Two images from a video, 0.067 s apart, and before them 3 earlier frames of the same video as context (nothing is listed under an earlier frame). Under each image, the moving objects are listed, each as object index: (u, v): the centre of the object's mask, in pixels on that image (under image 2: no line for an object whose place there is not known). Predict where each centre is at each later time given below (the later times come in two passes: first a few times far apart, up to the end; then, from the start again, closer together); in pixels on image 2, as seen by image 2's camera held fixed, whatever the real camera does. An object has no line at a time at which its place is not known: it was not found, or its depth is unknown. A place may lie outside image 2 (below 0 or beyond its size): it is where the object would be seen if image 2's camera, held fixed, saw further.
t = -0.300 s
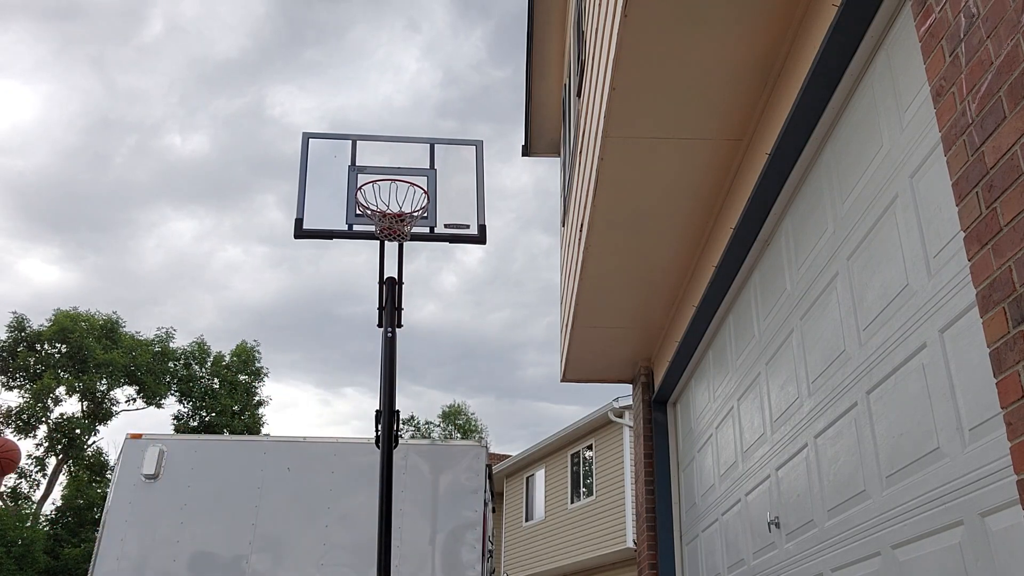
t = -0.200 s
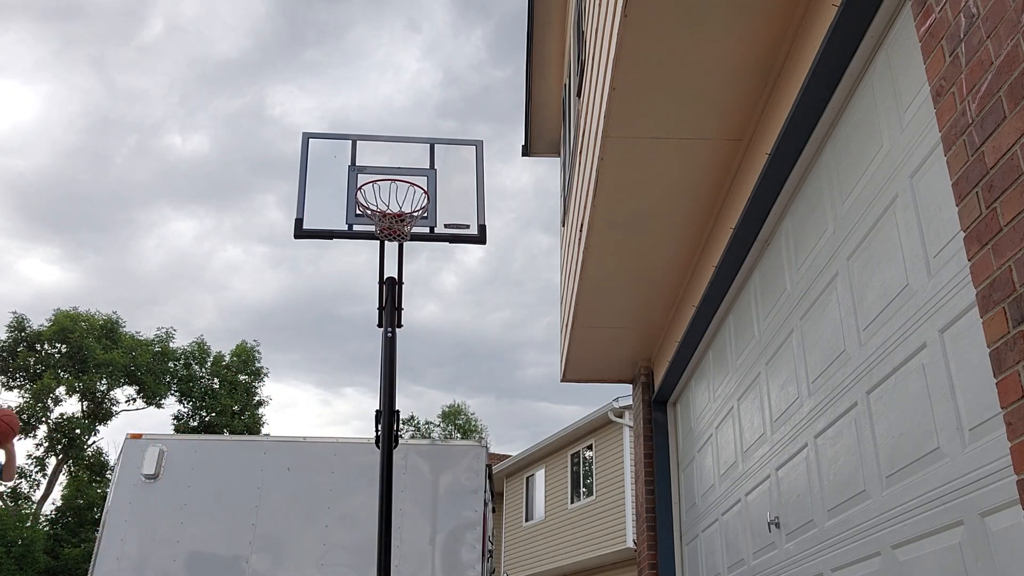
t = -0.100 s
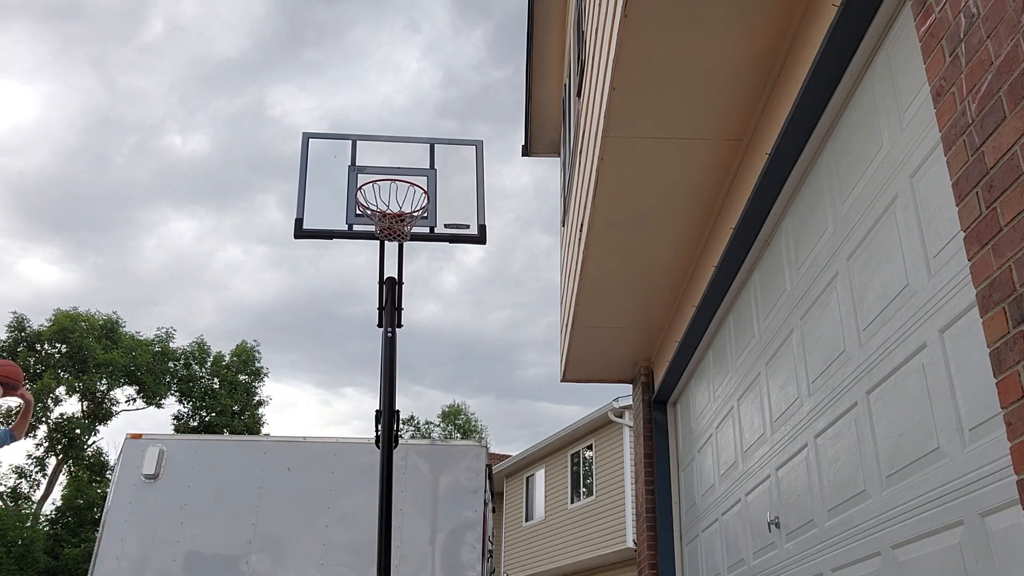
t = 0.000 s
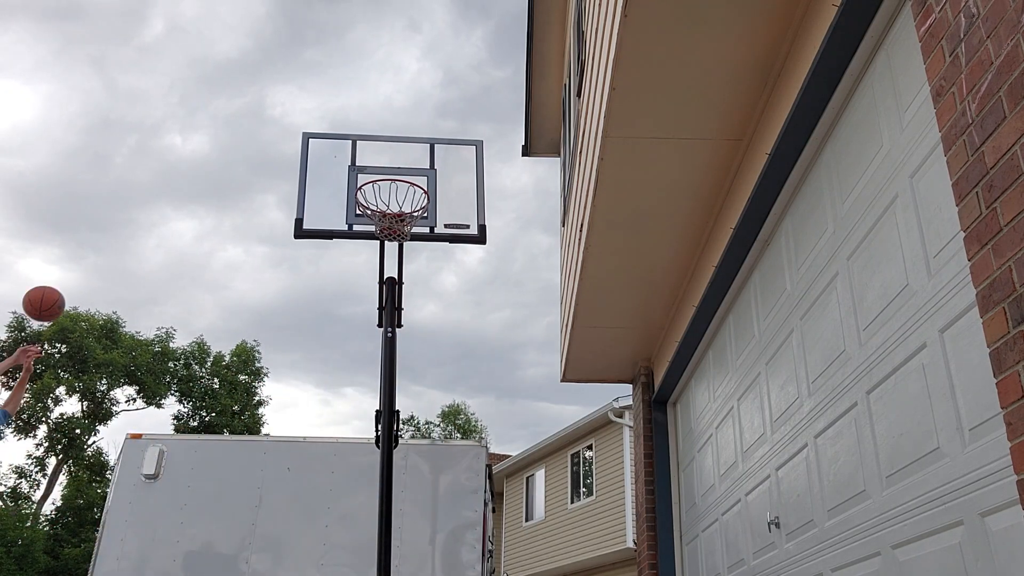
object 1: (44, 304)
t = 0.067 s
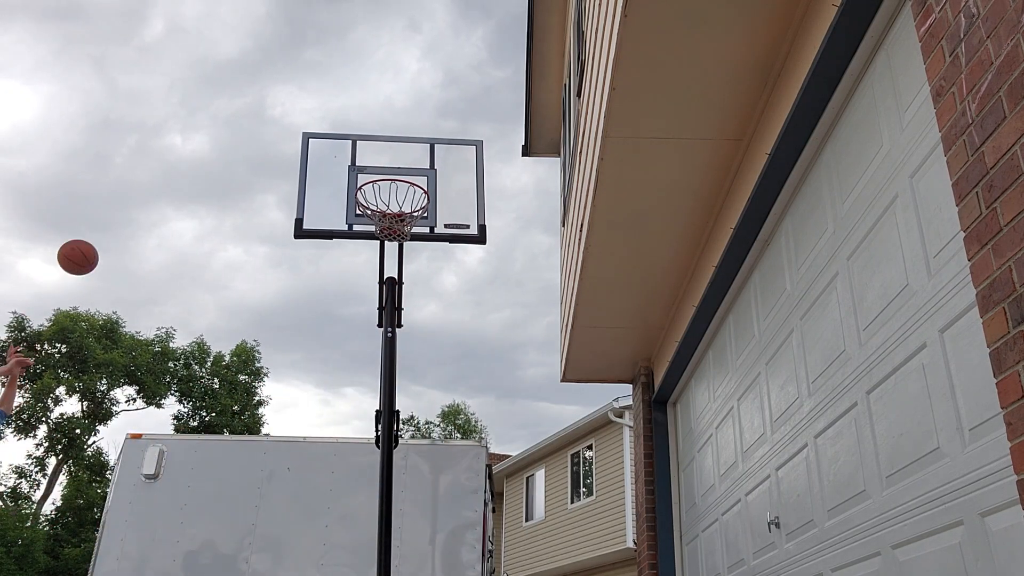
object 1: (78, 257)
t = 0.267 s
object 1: (164, 161)
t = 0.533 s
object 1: (256, 113)
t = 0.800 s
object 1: (332, 149)
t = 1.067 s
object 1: (369, 167)
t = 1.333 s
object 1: (381, 160)
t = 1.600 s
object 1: (384, 252)
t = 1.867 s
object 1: (375, 505)
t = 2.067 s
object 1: (379, 563)
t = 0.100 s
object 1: (94, 237)
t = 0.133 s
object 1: (109, 218)
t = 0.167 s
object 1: (123, 202)
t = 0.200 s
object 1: (137, 186)
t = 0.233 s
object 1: (151, 173)
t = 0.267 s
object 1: (164, 161)
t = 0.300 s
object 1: (177, 150)
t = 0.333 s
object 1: (189, 141)
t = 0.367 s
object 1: (201, 133)
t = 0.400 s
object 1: (213, 127)
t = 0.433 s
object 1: (224, 121)
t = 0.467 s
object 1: (235, 117)
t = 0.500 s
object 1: (246, 114)
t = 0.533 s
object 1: (256, 113)
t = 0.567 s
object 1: (266, 113)
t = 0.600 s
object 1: (276, 114)
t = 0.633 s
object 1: (285, 116)
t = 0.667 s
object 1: (295, 120)
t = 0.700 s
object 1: (304, 125)
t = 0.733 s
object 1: (314, 131)
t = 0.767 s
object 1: (323, 140)
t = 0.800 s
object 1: (332, 149)
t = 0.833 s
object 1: (341, 160)
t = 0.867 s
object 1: (350, 172)
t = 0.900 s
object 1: (357, 181)
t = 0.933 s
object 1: (360, 175)
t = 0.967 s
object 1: (362, 171)
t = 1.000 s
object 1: (365, 168)
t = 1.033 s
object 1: (367, 167)
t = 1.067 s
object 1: (369, 167)
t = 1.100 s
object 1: (371, 165)
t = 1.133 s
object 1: (373, 161)
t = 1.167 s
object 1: (375, 157)
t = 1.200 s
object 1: (376, 155)
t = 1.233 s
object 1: (378, 154)
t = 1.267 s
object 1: (379, 155)
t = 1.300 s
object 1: (380, 157)
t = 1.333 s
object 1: (381, 160)
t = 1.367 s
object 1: (382, 165)
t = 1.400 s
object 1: (383, 172)
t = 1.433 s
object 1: (384, 181)
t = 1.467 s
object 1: (384, 191)
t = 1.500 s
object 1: (384, 204)
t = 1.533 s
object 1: (385, 218)
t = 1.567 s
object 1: (384, 234)
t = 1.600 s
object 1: (384, 252)
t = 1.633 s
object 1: (384, 273)
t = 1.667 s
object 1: (383, 296)
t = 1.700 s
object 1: (382, 322)
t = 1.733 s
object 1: (381, 351)
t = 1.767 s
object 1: (380, 384)
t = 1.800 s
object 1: (379, 420)
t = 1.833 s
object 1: (377, 460)
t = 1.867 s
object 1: (375, 505)
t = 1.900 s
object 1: (373, 553)
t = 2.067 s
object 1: (379, 563)
